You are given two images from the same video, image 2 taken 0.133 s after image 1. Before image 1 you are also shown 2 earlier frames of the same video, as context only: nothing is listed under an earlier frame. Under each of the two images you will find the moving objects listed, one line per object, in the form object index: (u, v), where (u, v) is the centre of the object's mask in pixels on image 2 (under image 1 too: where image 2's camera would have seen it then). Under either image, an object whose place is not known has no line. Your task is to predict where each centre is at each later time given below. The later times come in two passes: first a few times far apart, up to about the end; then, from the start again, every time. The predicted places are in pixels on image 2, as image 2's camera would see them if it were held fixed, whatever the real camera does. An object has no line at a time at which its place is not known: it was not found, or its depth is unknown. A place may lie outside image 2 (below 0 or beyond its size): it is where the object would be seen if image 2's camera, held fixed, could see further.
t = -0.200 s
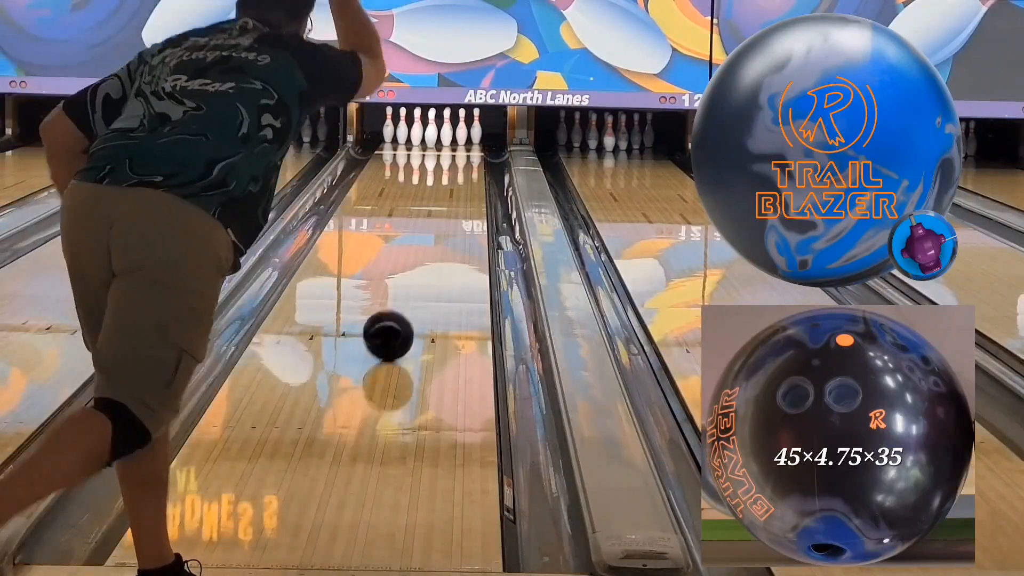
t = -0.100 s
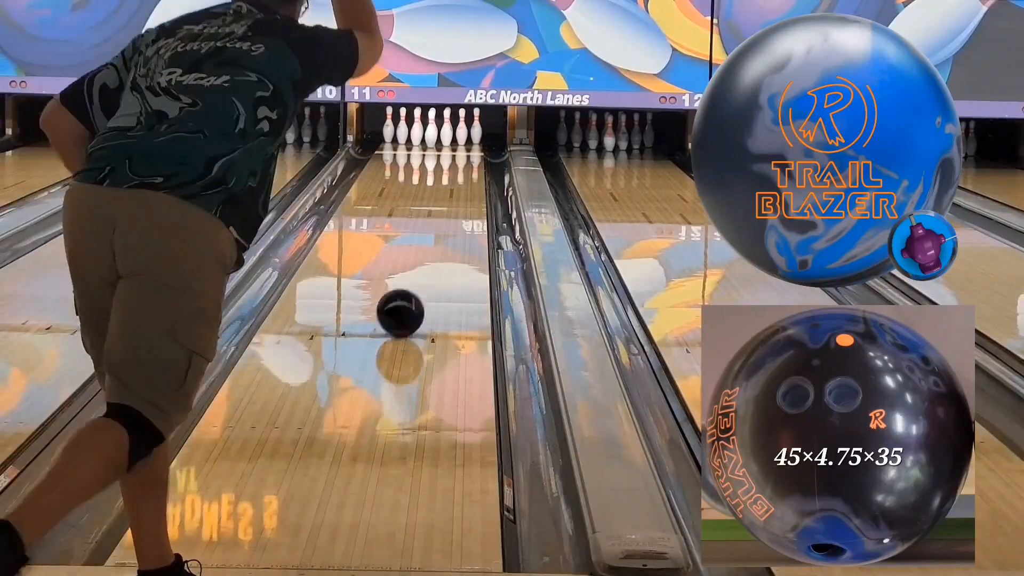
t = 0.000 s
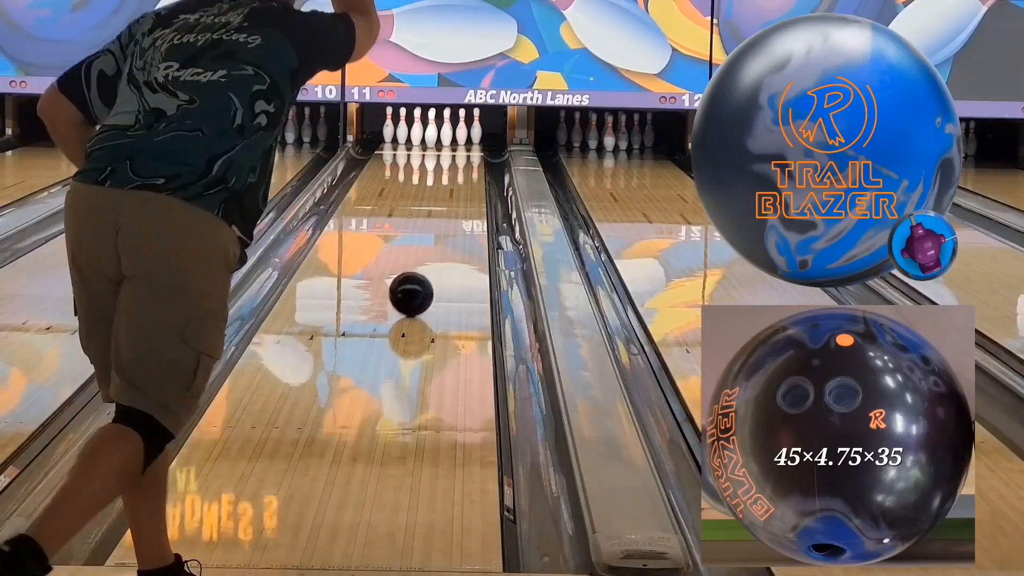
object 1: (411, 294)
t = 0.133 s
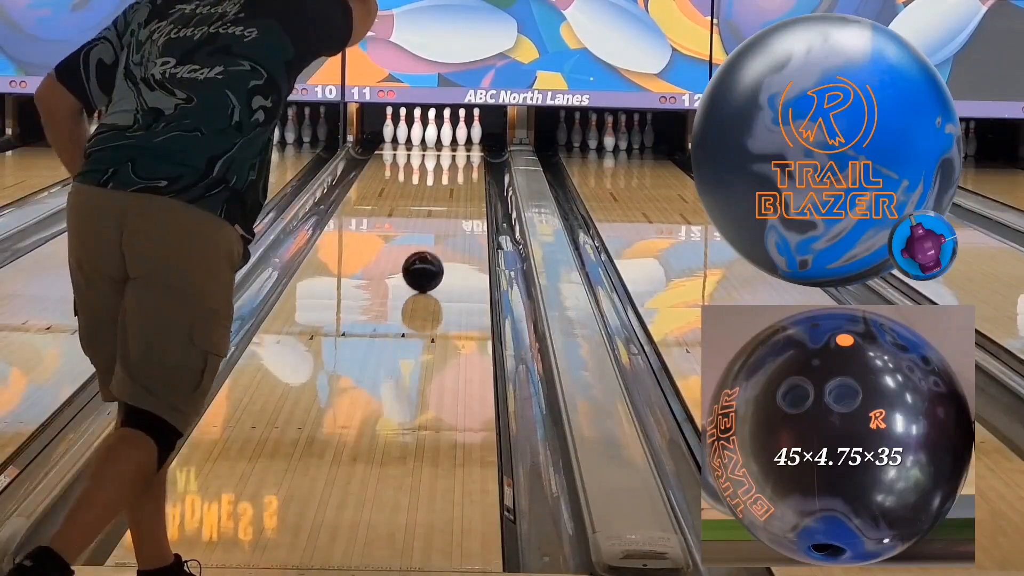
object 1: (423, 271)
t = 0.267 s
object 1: (433, 252)
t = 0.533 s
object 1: (449, 221)
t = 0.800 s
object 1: (459, 197)
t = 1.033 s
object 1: (465, 180)
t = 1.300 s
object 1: (466, 165)
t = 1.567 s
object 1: (458, 153)
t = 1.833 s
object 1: (446, 143)
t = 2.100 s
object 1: (437, 136)
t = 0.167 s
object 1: (426, 266)
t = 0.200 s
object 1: (428, 261)
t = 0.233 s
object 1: (431, 256)
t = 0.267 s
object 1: (433, 252)
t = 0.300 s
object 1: (435, 247)
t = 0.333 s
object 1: (437, 243)
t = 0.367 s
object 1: (439, 239)
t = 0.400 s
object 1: (441, 235)
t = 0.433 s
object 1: (443, 232)
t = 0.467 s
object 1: (445, 228)
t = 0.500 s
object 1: (447, 224)
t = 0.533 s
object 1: (449, 221)
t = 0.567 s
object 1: (450, 217)
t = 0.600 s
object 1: (452, 214)
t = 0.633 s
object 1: (453, 211)
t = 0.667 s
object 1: (454, 208)
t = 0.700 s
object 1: (456, 205)
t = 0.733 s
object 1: (457, 203)
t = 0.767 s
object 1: (458, 200)
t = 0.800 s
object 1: (459, 197)
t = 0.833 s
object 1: (460, 194)
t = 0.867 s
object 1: (461, 192)
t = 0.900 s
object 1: (462, 189)
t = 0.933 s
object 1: (463, 187)
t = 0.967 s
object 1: (464, 185)
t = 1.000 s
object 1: (464, 182)
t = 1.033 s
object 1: (465, 180)
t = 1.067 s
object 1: (465, 178)
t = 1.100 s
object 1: (466, 176)
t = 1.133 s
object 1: (466, 174)
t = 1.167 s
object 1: (466, 172)
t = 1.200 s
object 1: (466, 170)
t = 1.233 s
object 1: (466, 168)
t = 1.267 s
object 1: (466, 166)
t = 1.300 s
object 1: (466, 165)
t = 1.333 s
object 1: (465, 163)
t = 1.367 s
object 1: (465, 161)
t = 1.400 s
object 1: (464, 160)
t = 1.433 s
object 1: (464, 159)
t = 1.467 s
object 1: (462, 157)
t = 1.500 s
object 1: (461, 155)
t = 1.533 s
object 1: (460, 154)
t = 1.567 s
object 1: (458, 153)
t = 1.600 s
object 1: (457, 151)
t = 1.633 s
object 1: (456, 150)
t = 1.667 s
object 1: (454, 148)
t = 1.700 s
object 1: (452, 147)
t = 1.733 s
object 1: (450, 146)
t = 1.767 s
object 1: (448, 145)
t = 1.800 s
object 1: (447, 144)
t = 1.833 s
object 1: (446, 143)
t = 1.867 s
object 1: (444, 142)
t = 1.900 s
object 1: (441, 141)
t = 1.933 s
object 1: (440, 139)
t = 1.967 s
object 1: (438, 138)
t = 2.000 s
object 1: (438, 138)
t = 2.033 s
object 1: (438, 137)
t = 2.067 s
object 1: (438, 136)
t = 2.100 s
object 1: (437, 136)
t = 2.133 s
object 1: (437, 135)
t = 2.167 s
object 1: (438, 135)
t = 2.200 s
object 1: (438, 135)
